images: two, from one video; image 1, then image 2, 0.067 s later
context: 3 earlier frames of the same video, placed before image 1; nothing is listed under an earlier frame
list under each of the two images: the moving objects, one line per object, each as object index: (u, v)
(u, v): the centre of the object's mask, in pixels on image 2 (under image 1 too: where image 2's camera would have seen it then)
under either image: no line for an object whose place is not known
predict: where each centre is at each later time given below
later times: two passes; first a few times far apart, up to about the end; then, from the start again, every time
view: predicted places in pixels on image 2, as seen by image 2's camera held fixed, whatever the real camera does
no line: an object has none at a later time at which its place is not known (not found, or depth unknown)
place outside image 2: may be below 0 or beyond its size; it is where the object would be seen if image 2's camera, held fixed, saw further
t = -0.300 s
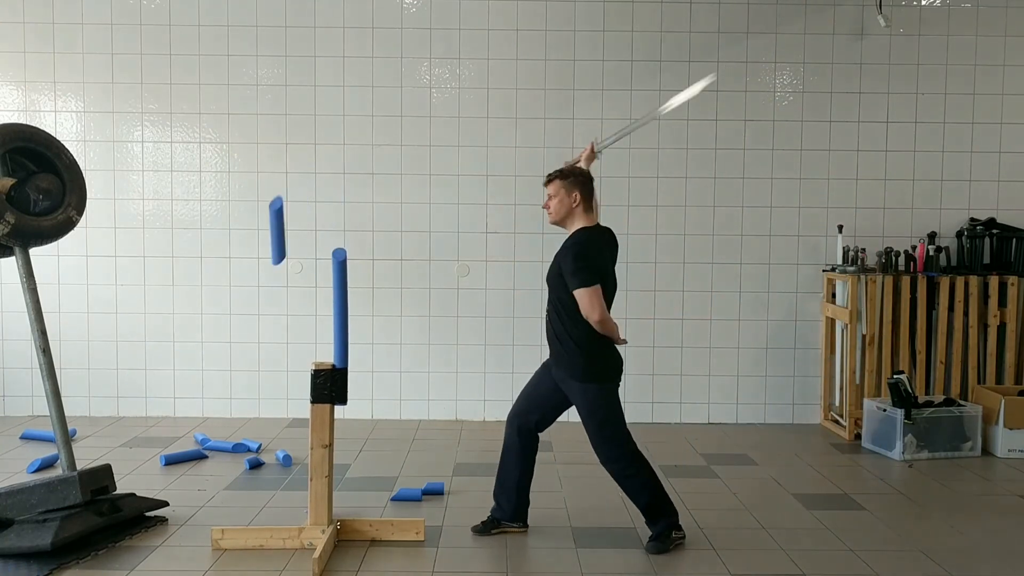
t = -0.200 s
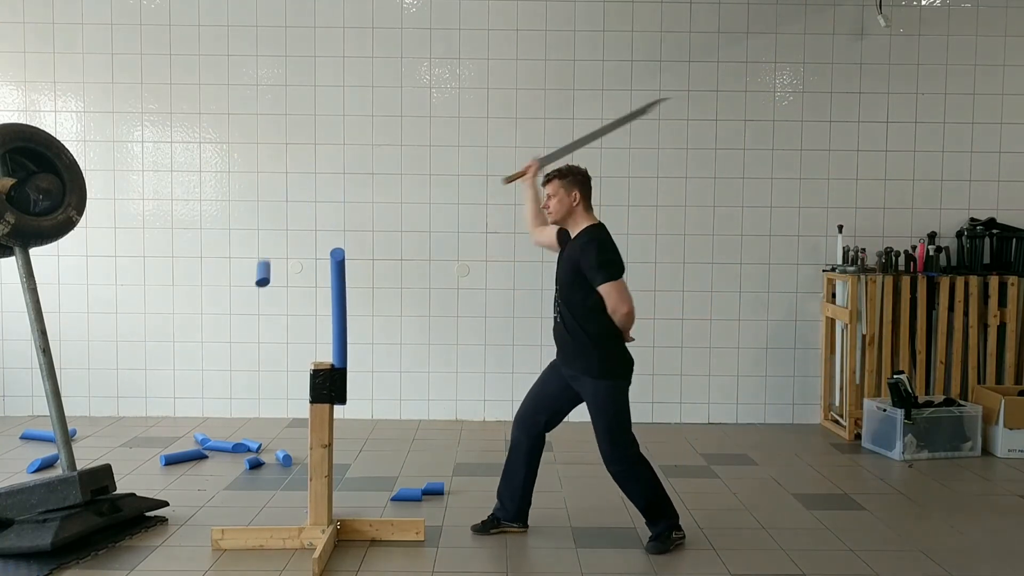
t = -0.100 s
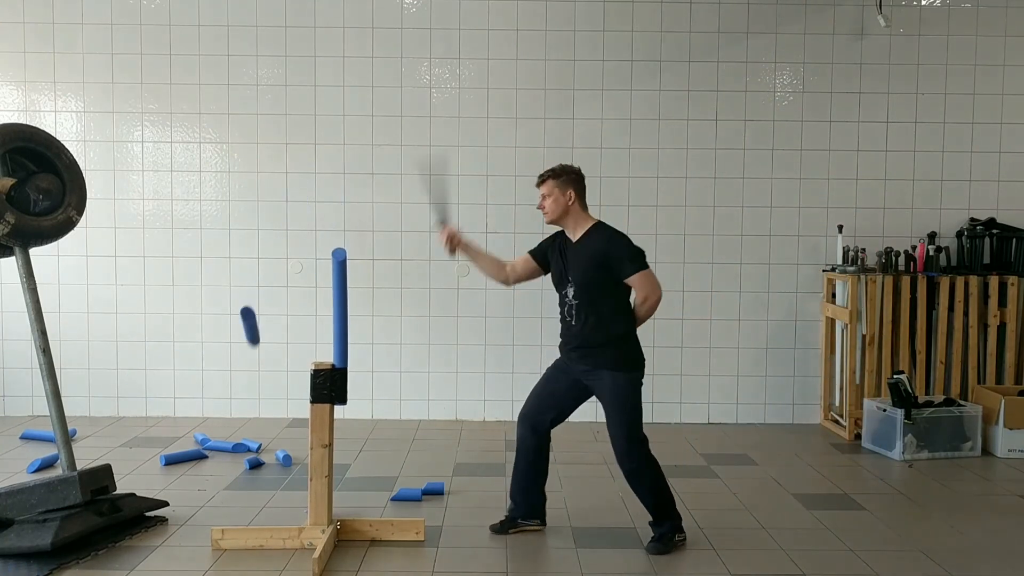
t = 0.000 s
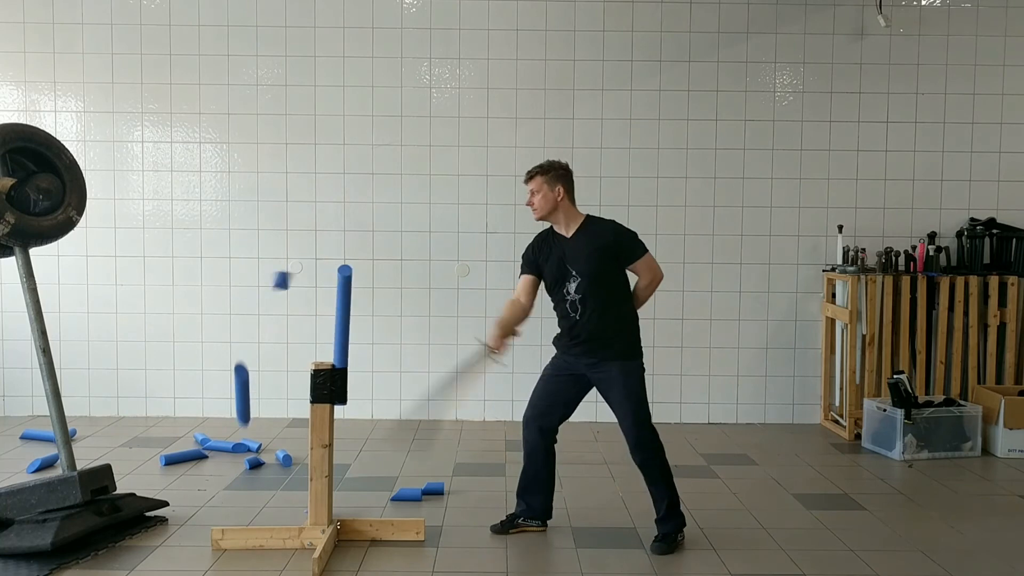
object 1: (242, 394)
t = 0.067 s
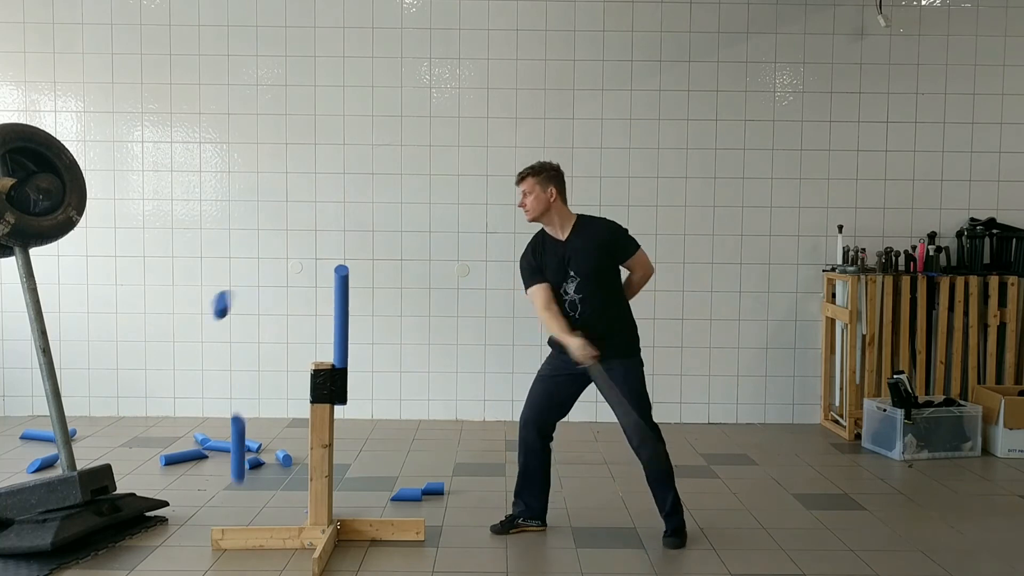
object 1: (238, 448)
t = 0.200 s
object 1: (225, 462)
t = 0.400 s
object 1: (203, 439)
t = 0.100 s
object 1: (236, 478)
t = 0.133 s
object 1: (233, 492)
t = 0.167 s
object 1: (229, 476)
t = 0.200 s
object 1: (225, 462)
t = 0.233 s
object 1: (221, 452)
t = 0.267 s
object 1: (216, 444)
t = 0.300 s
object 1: (213, 439)
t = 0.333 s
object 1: (210, 437)
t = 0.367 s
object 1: (206, 437)
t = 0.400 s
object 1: (203, 439)
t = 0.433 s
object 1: (200, 443)
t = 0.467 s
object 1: (198, 450)
